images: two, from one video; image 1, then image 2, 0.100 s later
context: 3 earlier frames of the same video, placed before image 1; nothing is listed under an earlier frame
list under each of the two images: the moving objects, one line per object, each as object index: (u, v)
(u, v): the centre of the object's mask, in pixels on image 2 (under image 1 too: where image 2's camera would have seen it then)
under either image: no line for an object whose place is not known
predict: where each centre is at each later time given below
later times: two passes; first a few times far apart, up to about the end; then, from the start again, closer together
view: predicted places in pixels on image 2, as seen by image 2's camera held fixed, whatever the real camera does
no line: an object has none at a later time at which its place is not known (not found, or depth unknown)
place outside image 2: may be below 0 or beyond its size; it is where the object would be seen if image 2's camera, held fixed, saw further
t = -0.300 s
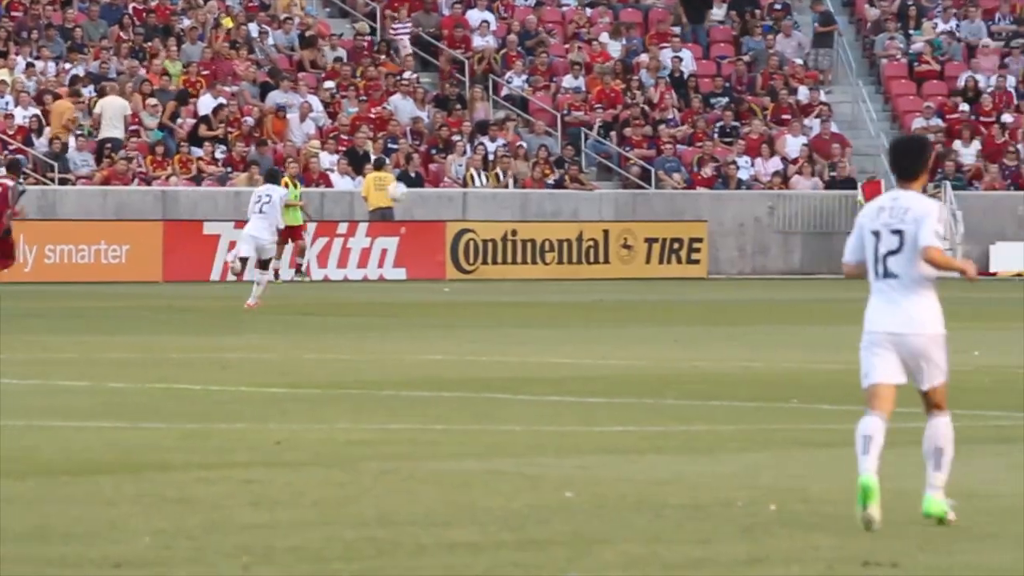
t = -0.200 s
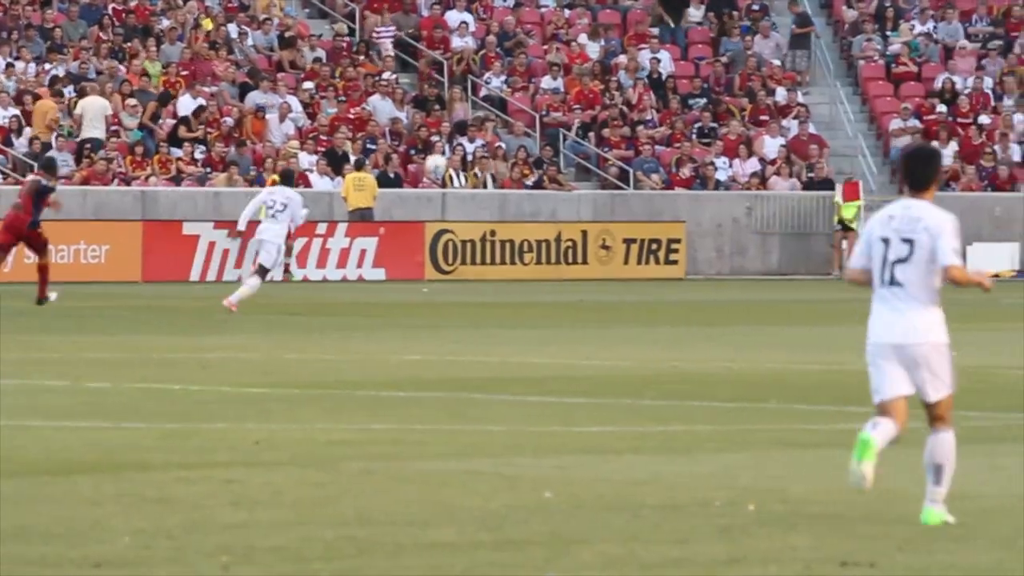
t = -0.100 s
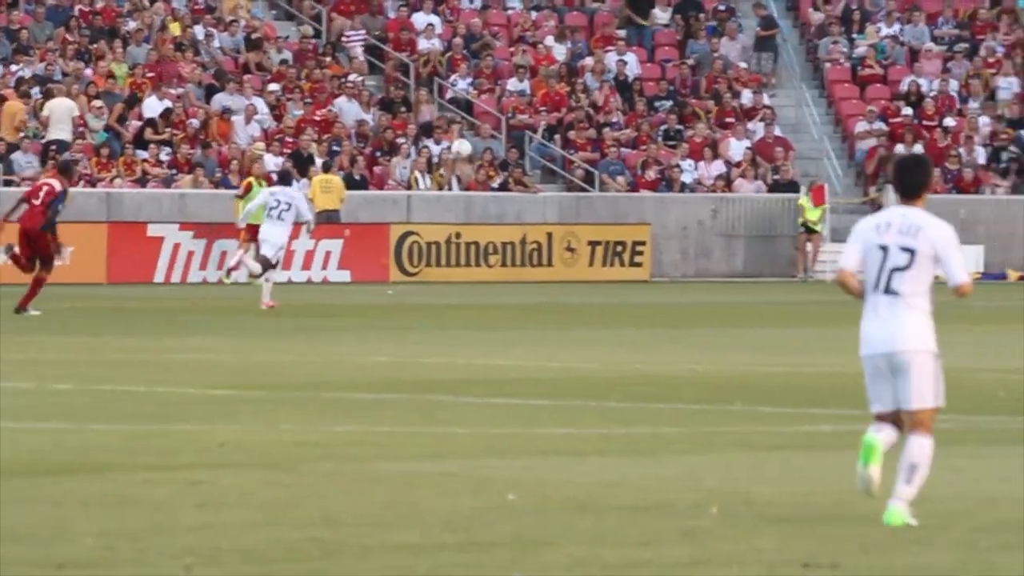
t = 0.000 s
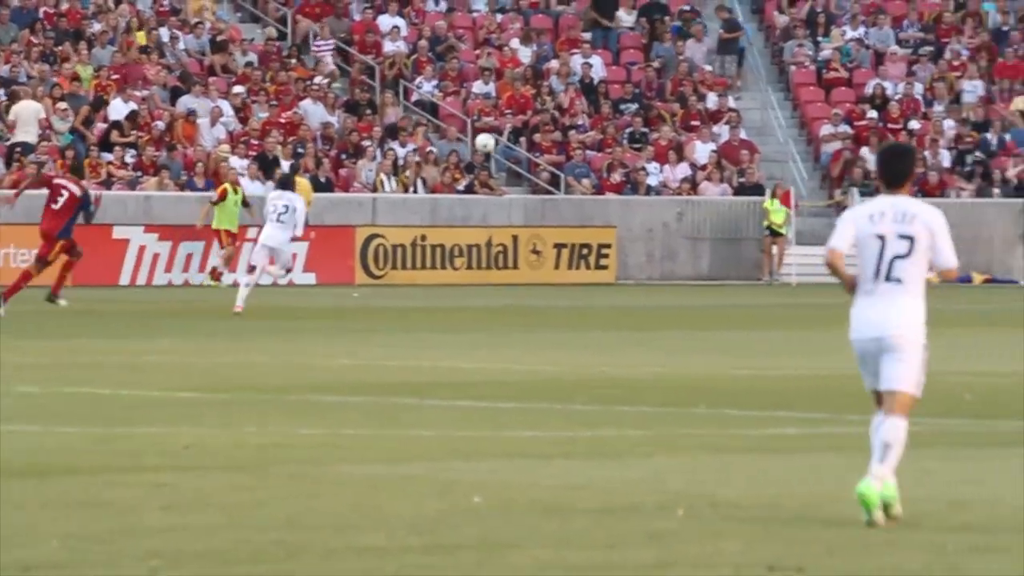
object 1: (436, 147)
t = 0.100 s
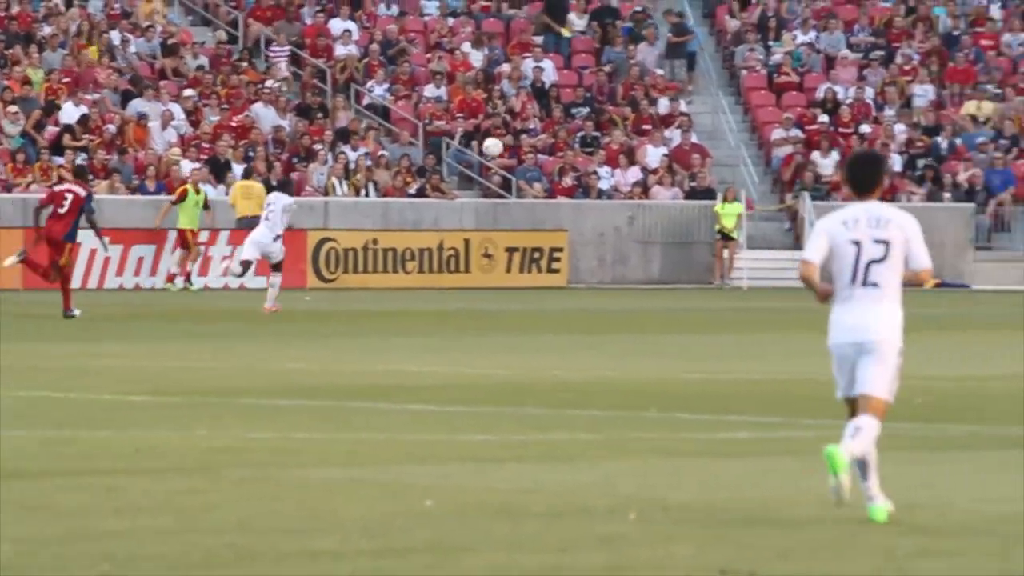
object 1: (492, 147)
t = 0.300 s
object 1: (600, 173)
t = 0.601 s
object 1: (748, 278)
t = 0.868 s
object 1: (849, 247)
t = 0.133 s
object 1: (511, 149)
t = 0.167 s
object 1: (528, 152)
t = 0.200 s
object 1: (547, 156)
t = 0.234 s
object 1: (564, 161)
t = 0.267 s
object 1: (582, 168)
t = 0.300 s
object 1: (600, 173)
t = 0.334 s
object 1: (618, 184)
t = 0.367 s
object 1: (634, 191)
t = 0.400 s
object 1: (651, 202)
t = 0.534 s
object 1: (716, 249)
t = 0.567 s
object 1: (732, 263)
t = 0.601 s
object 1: (748, 278)
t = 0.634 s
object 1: (763, 294)
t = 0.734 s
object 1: (802, 280)
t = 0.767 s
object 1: (814, 271)
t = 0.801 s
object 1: (826, 262)
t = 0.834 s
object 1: (837, 254)
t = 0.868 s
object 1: (849, 247)
